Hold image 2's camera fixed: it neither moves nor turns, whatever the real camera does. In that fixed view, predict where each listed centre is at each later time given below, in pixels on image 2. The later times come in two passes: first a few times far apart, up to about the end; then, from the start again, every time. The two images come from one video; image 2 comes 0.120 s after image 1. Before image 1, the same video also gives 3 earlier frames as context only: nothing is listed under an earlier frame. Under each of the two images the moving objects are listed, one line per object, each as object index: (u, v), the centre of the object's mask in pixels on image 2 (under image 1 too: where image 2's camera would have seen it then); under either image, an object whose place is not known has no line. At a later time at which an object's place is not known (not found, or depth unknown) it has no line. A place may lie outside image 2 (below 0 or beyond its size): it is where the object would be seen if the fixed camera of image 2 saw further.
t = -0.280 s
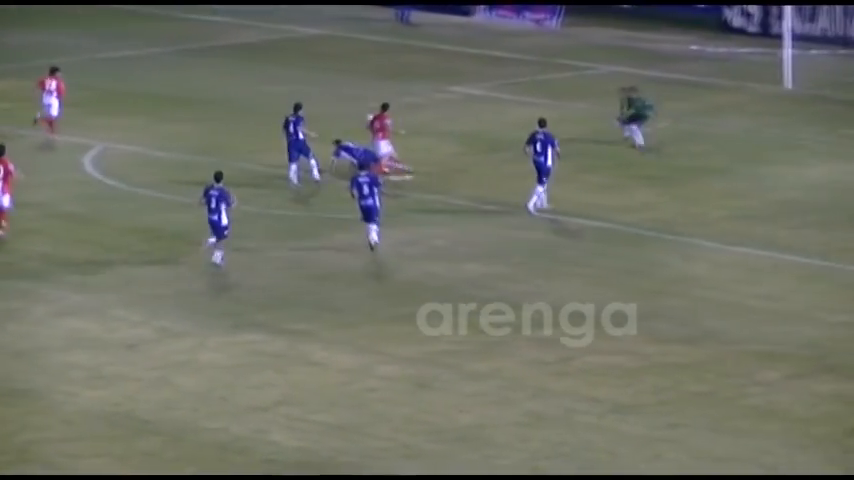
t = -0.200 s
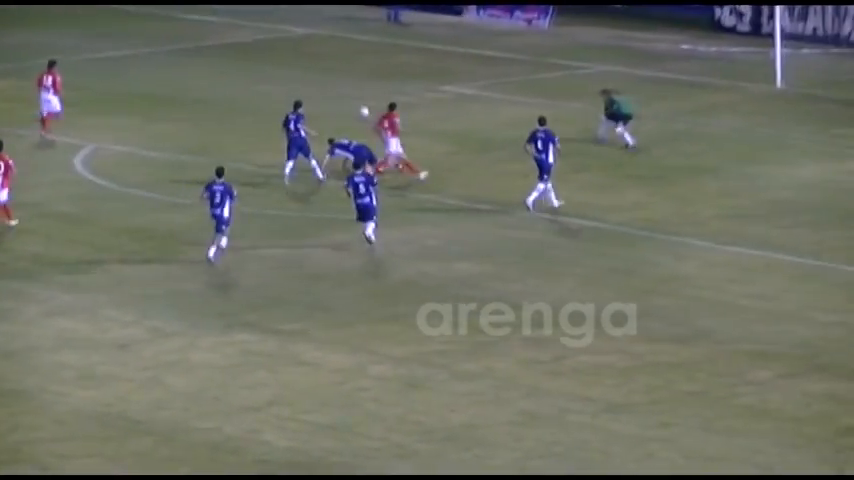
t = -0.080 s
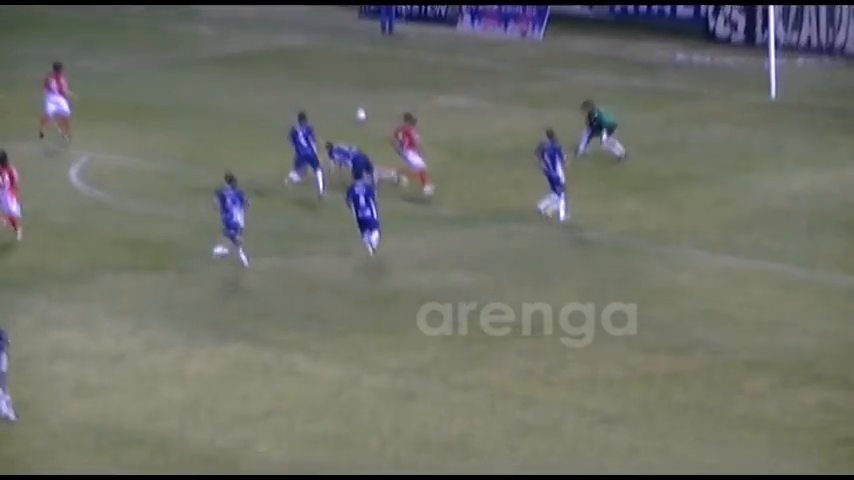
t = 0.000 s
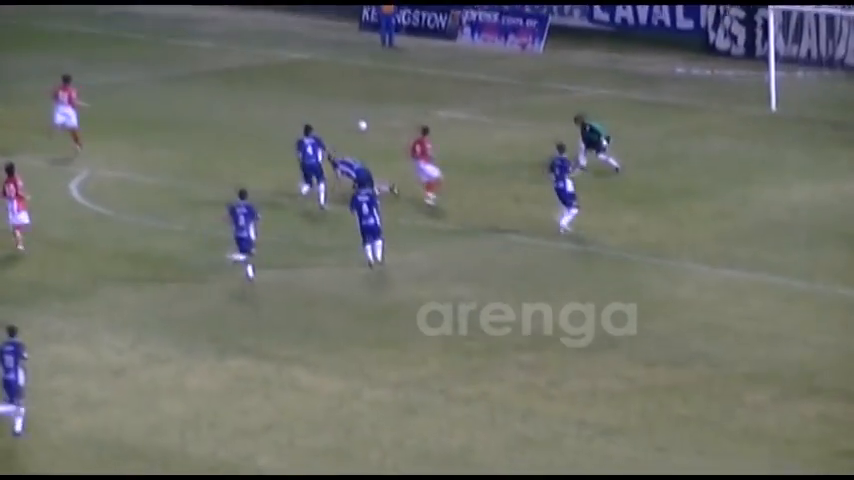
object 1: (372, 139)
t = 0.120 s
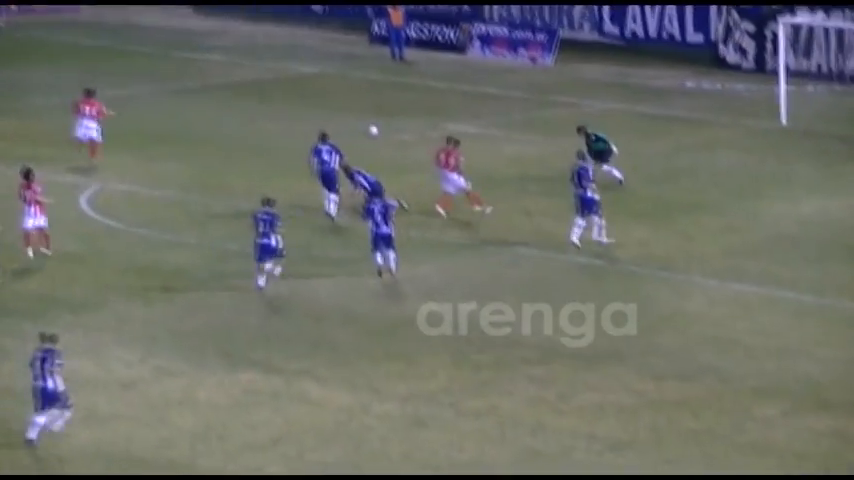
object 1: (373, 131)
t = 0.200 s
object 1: (373, 128)
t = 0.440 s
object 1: (375, 115)
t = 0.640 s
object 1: (376, 104)
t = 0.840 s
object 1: (374, 94)
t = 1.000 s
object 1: (375, 88)
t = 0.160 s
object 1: (374, 129)
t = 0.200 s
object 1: (373, 128)
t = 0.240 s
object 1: (374, 124)
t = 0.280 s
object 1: (374, 121)
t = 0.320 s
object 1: (375, 119)
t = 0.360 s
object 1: (375, 118)
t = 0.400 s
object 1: (375, 117)
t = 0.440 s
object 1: (375, 115)
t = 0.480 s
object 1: (376, 112)
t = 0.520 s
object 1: (376, 110)
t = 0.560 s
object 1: (376, 107)
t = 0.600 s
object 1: (375, 106)
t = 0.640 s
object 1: (376, 104)
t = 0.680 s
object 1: (375, 102)
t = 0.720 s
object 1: (375, 98)
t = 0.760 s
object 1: (374, 98)
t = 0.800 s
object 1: (374, 97)
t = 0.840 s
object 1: (374, 94)
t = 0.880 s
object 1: (374, 93)
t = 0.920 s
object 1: (374, 92)
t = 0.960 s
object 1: (374, 90)
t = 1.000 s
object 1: (375, 88)
